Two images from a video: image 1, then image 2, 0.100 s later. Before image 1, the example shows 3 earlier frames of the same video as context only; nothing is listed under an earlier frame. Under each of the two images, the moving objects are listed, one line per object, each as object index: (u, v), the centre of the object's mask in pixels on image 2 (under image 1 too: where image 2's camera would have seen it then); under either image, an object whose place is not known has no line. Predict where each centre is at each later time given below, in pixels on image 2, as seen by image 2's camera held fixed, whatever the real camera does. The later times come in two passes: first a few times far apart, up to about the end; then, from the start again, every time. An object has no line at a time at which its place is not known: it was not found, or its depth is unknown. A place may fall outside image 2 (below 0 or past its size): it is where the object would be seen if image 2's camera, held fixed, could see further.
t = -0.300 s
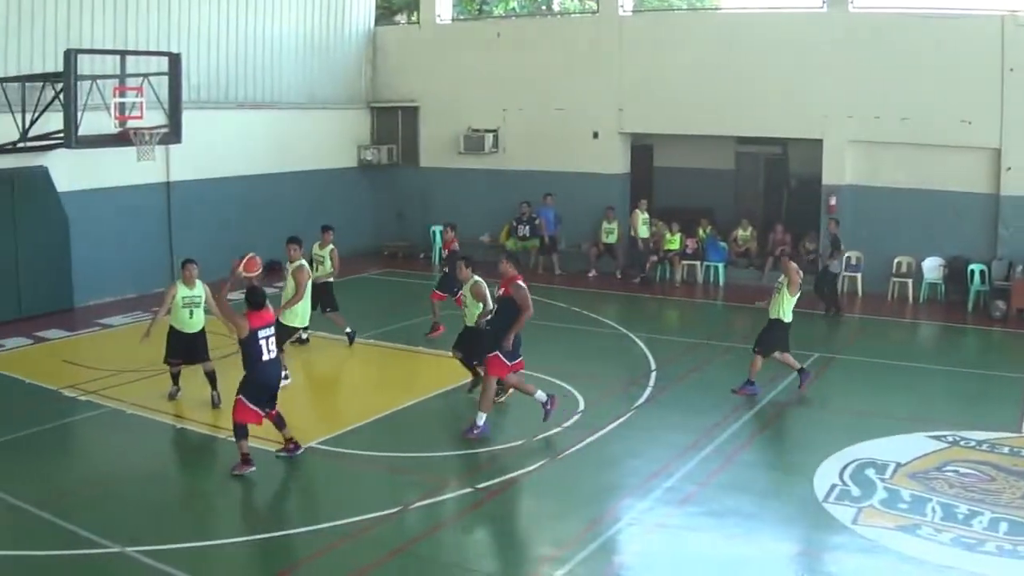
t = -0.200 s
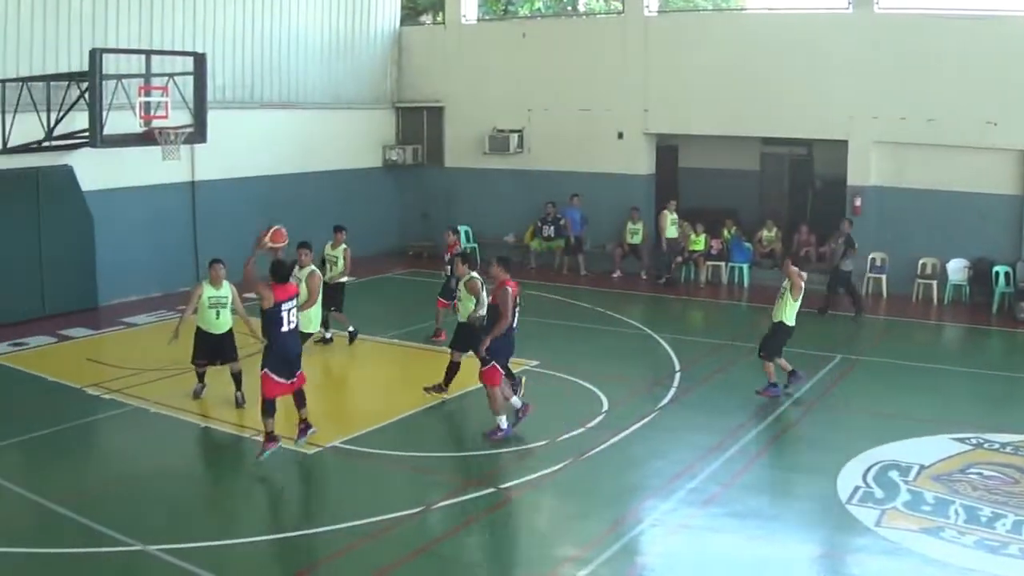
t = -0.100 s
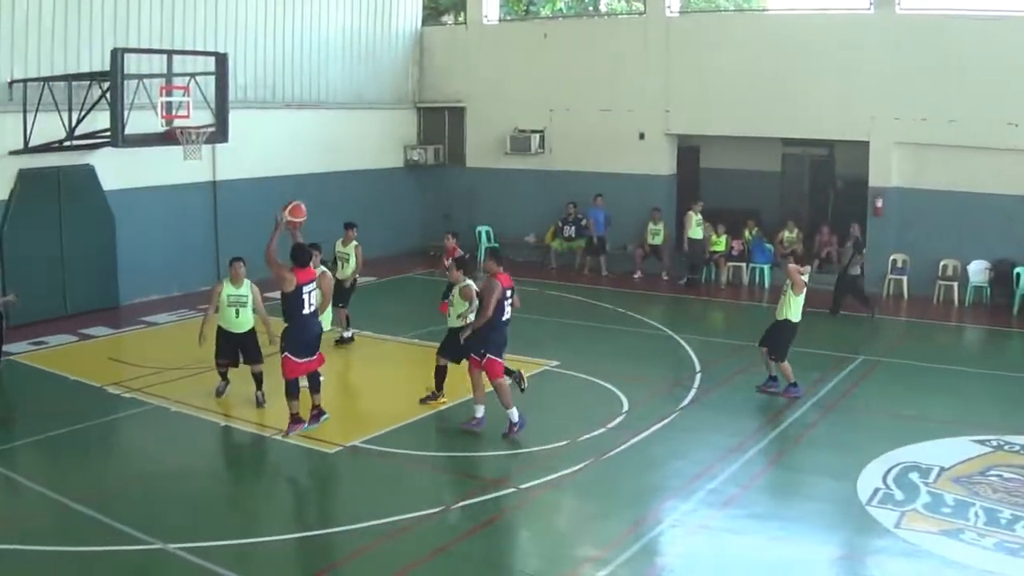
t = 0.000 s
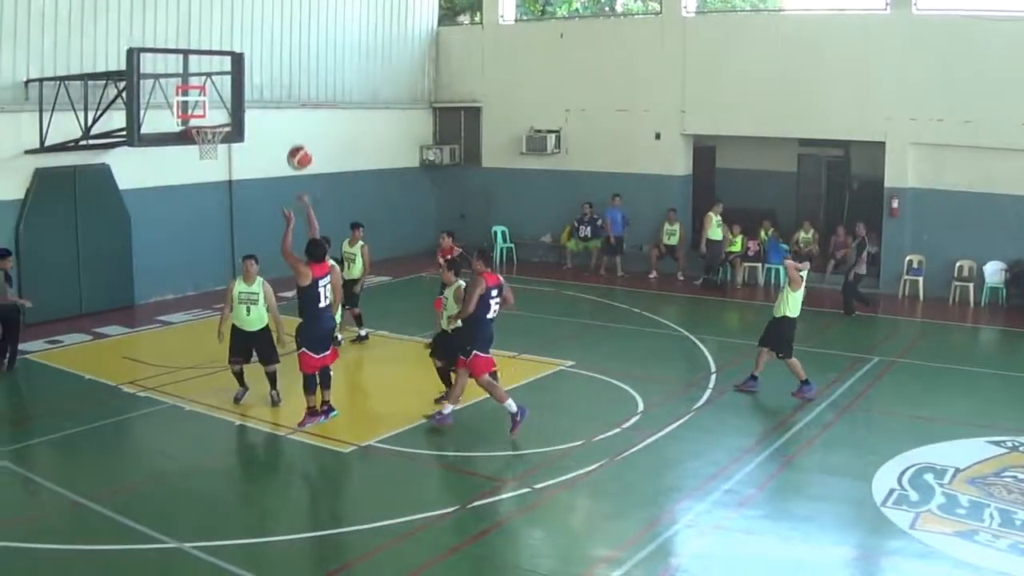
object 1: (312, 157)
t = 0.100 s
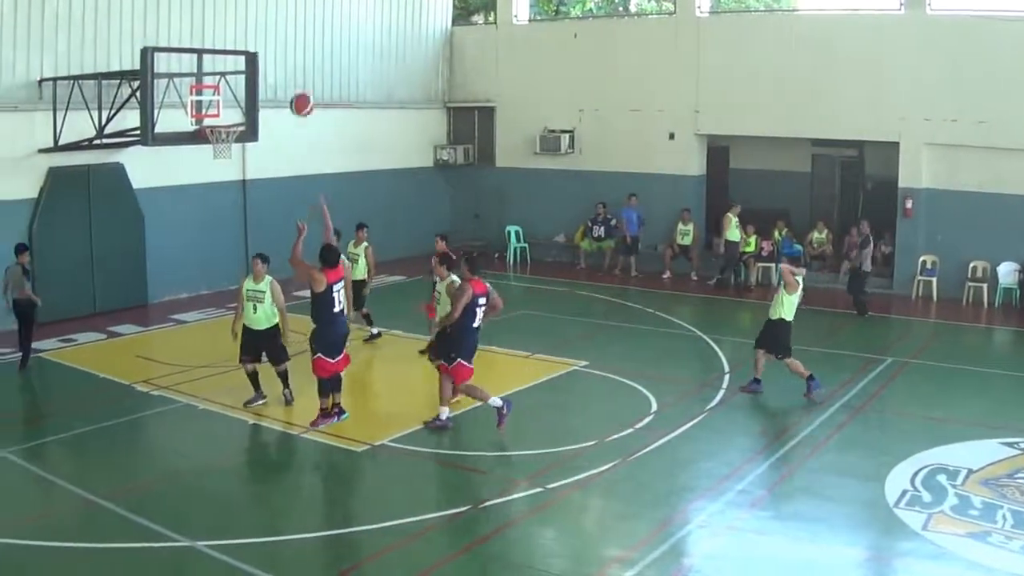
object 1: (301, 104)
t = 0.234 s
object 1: (288, 57)
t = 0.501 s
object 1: (267, 18)
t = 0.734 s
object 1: (252, 37)
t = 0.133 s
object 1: (298, 90)
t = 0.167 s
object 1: (294, 77)
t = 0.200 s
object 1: (291, 66)
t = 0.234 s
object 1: (288, 57)
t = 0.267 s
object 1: (285, 48)
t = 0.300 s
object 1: (283, 40)
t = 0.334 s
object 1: (280, 33)
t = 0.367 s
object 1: (278, 28)
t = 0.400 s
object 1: (274, 24)
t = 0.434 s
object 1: (272, 21)
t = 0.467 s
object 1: (269, 19)
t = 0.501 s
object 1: (267, 18)
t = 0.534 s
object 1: (265, 18)
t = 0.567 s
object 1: (263, 19)
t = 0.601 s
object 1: (261, 21)
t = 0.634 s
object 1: (258, 23)
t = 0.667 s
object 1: (256, 27)
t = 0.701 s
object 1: (255, 31)
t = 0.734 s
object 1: (252, 37)
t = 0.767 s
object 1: (250, 42)
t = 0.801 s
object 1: (248, 48)
